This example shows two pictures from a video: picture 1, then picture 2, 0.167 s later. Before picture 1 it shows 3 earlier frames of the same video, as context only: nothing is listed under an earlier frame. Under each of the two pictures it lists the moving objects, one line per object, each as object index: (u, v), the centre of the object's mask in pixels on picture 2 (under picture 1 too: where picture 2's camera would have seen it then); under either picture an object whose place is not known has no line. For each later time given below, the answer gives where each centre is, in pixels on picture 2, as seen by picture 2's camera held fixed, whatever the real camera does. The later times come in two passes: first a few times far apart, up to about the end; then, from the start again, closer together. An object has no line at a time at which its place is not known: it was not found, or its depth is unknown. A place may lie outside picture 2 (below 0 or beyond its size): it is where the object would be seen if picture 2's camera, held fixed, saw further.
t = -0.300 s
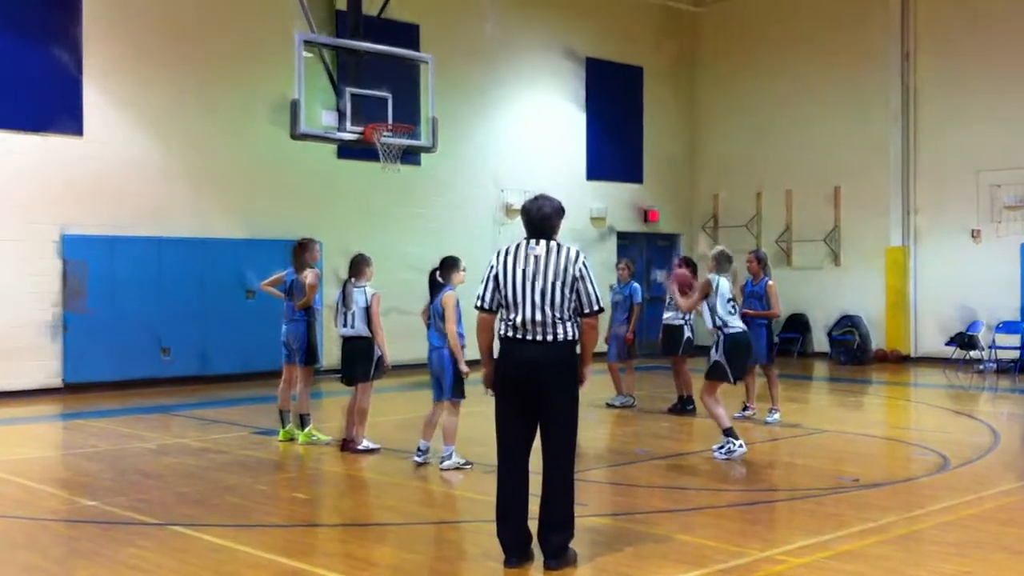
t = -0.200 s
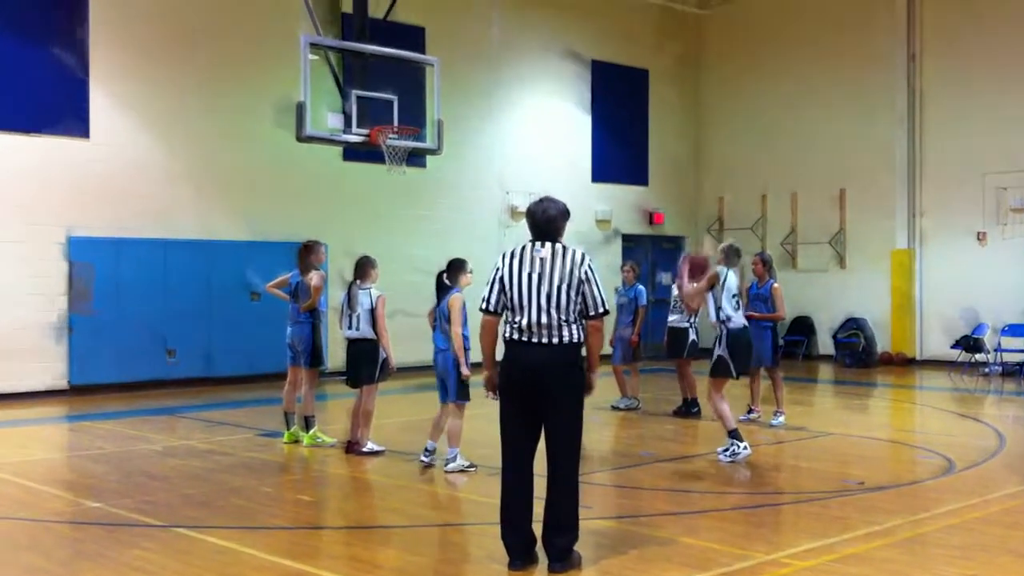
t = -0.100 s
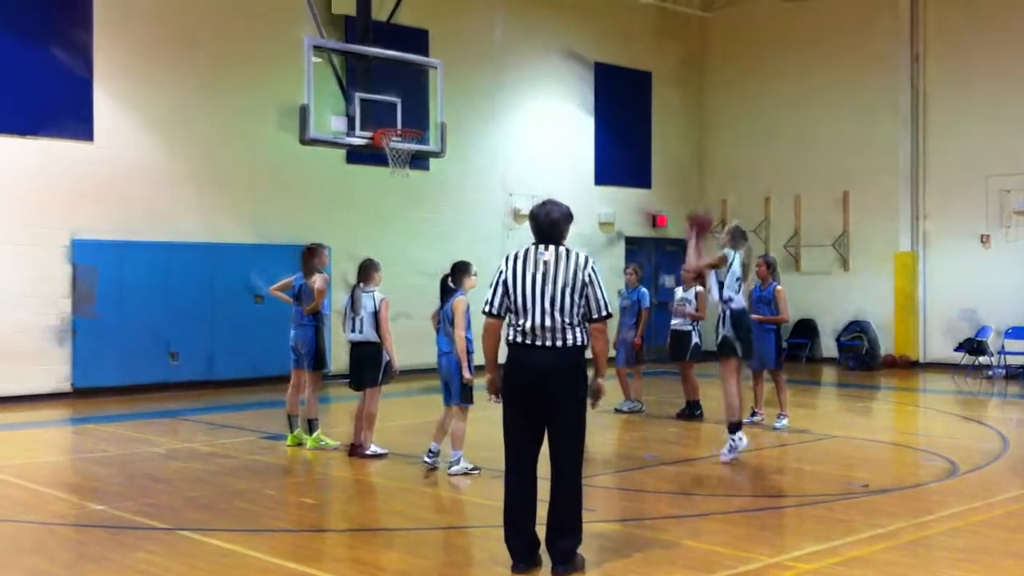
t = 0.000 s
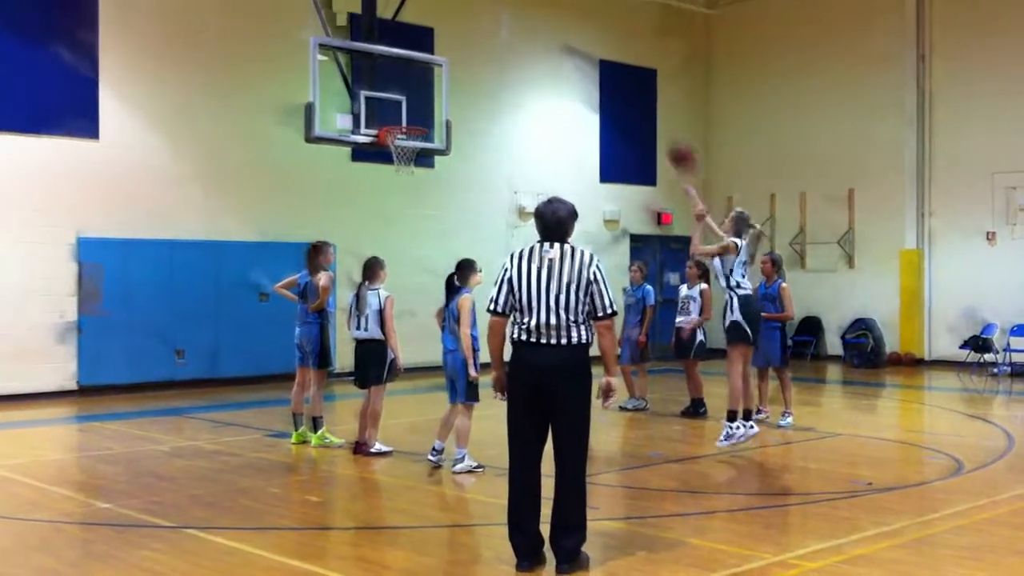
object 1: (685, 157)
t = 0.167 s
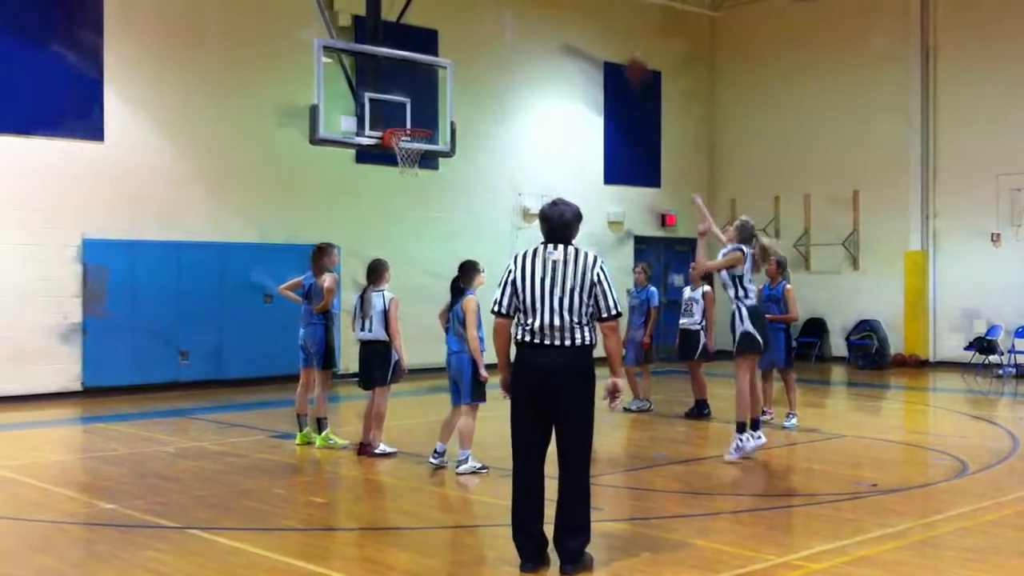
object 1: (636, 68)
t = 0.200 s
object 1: (625, 53)
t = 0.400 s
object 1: (571, 7)
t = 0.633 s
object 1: (513, 6)
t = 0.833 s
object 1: (468, 39)
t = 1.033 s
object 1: (428, 112)
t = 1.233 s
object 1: (446, 100)
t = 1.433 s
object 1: (472, 110)
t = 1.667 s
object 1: (503, 174)
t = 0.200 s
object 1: (625, 53)
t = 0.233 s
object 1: (615, 44)
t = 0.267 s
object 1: (606, 34)
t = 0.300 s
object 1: (597, 24)
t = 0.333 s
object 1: (588, 17)
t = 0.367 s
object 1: (580, 11)
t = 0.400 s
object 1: (571, 7)
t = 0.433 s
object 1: (562, 5)
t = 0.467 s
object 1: (553, 4)
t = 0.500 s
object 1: (545, 3)
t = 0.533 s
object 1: (537, 3)
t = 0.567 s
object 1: (528, 3)
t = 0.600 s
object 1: (521, 4)
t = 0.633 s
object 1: (513, 6)
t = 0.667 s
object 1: (505, 7)
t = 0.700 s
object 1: (499, 10)
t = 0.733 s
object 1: (490, 16)
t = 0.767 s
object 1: (483, 23)
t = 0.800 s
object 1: (475, 31)
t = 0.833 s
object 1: (468, 39)
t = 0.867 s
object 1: (461, 50)
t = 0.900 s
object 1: (455, 60)
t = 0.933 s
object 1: (449, 73)
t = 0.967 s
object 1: (441, 85)
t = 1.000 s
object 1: (434, 98)
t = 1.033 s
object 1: (428, 112)
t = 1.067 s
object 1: (426, 119)
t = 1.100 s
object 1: (429, 115)
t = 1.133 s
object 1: (432, 109)
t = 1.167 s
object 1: (436, 106)
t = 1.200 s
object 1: (441, 102)
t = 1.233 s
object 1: (446, 100)
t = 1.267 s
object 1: (450, 99)
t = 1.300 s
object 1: (454, 99)
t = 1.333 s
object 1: (459, 100)
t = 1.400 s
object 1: (467, 106)
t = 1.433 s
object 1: (472, 110)
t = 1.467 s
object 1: (476, 116)
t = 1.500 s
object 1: (481, 123)
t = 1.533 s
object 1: (485, 130)
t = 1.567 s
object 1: (490, 139)
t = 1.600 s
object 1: (495, 150)
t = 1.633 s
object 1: (499, 162)
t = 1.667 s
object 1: (503, 174)
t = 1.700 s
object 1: (507, 187)
